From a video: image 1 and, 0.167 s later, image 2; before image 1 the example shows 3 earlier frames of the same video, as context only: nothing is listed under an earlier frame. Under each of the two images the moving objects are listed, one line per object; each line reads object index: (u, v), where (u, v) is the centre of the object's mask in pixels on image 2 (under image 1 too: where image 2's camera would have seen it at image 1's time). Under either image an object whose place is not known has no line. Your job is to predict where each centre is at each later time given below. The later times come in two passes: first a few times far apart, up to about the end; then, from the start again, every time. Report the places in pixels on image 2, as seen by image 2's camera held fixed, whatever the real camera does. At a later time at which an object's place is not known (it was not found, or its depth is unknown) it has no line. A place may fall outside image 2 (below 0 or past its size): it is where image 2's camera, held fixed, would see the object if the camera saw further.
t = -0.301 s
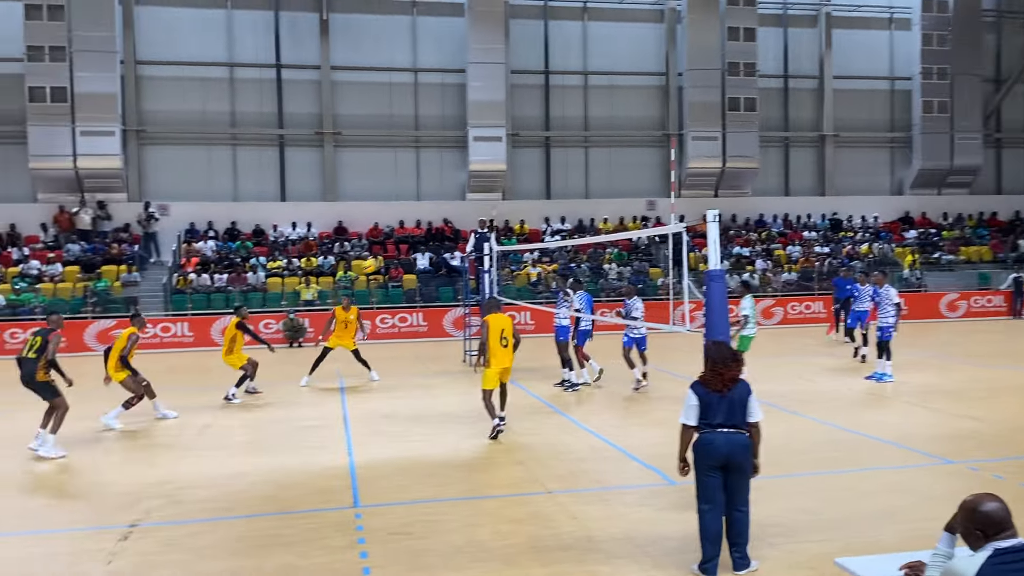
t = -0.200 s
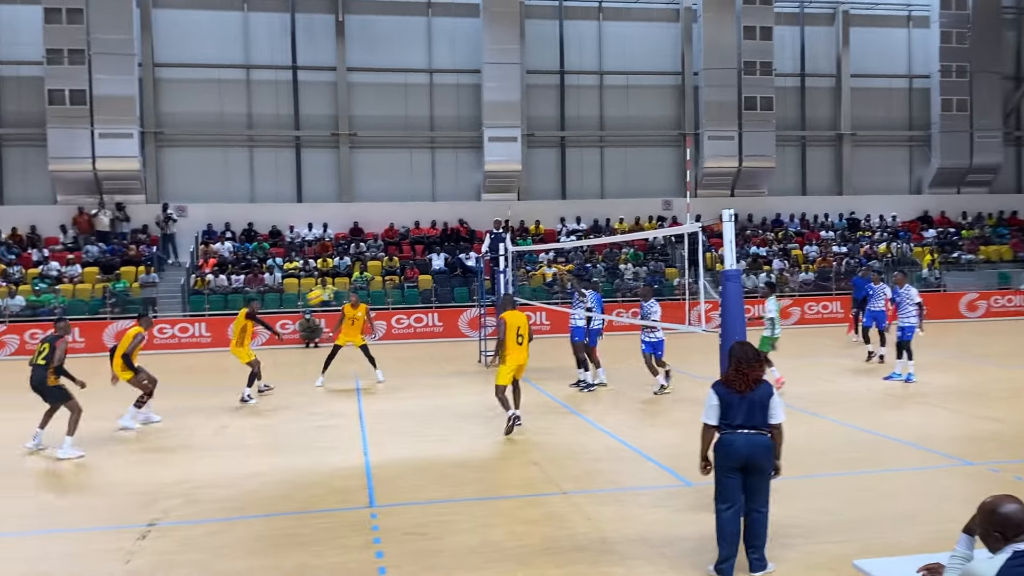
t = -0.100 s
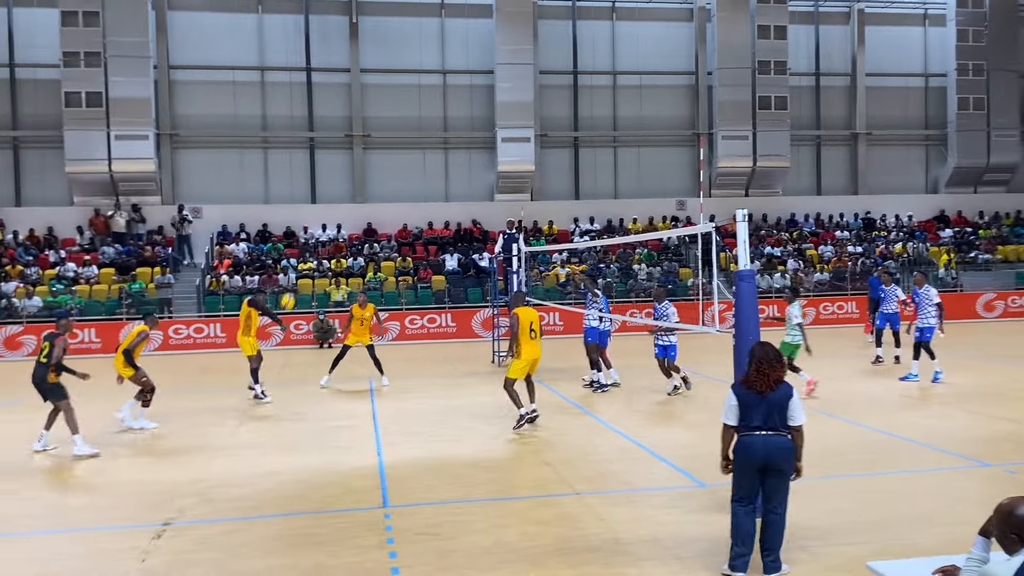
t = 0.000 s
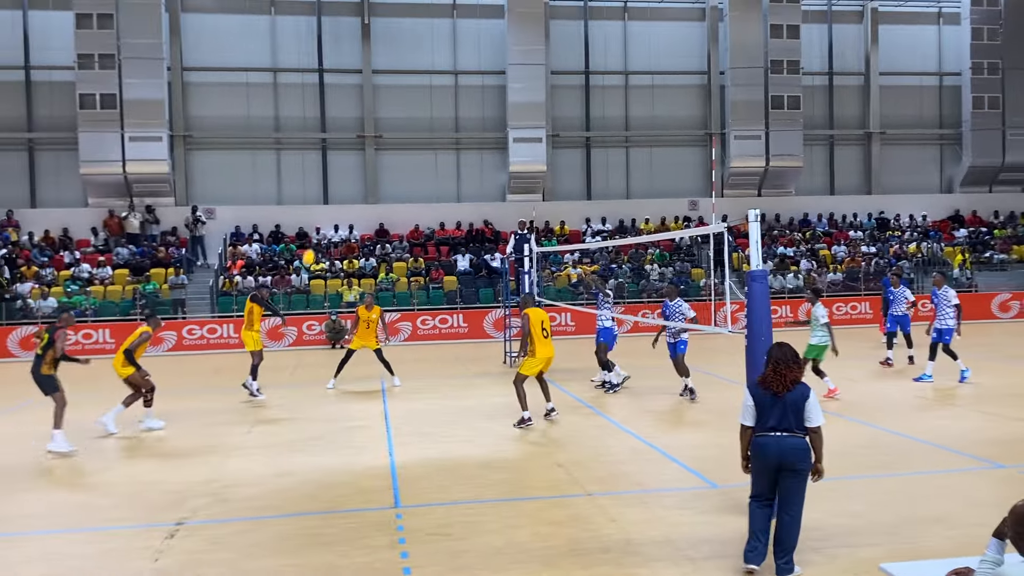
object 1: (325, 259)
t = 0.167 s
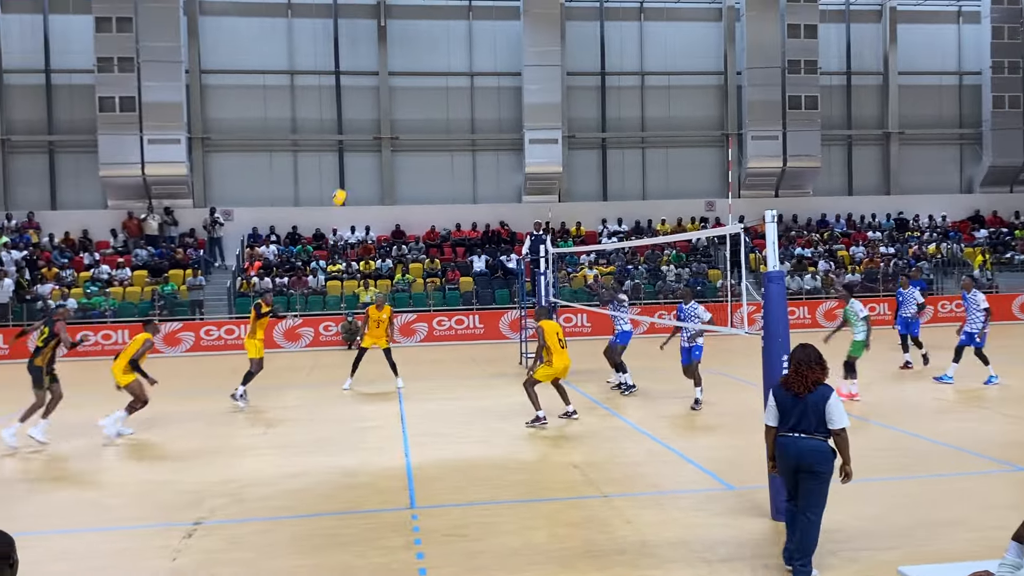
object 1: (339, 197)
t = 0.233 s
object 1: (344, 177)
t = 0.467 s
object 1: (367, 123)
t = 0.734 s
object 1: (394, 102)
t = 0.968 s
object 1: (421, 124)
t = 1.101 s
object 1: (439, 154)
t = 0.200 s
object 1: (341, 187)
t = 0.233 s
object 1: (344, 177)
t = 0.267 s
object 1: (347, 168)
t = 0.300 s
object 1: (351, 158)
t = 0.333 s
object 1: (353, 149)
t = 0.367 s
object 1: (357, 143)
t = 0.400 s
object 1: (360, 135)
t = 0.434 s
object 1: (363, 129)
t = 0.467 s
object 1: (367, 123)
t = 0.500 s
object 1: (370, 118)
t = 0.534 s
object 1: (373, 114)
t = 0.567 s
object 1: (376, 110)
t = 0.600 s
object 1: (380, 107)
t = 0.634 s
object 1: (383, 105)
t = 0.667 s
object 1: (386, 103)
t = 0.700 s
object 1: (390, 102)
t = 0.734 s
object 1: (394, 102)
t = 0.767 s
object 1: (398, 103)
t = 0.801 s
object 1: (401, 105)
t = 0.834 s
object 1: (406, 107)
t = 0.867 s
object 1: (409, 110)
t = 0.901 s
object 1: (413, 114)
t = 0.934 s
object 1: (417, 118)
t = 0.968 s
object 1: (421, 124)
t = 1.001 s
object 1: (425, 131)
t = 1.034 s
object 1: (430, 138)
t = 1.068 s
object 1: (434, 145)
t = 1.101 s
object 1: (439, 154)
